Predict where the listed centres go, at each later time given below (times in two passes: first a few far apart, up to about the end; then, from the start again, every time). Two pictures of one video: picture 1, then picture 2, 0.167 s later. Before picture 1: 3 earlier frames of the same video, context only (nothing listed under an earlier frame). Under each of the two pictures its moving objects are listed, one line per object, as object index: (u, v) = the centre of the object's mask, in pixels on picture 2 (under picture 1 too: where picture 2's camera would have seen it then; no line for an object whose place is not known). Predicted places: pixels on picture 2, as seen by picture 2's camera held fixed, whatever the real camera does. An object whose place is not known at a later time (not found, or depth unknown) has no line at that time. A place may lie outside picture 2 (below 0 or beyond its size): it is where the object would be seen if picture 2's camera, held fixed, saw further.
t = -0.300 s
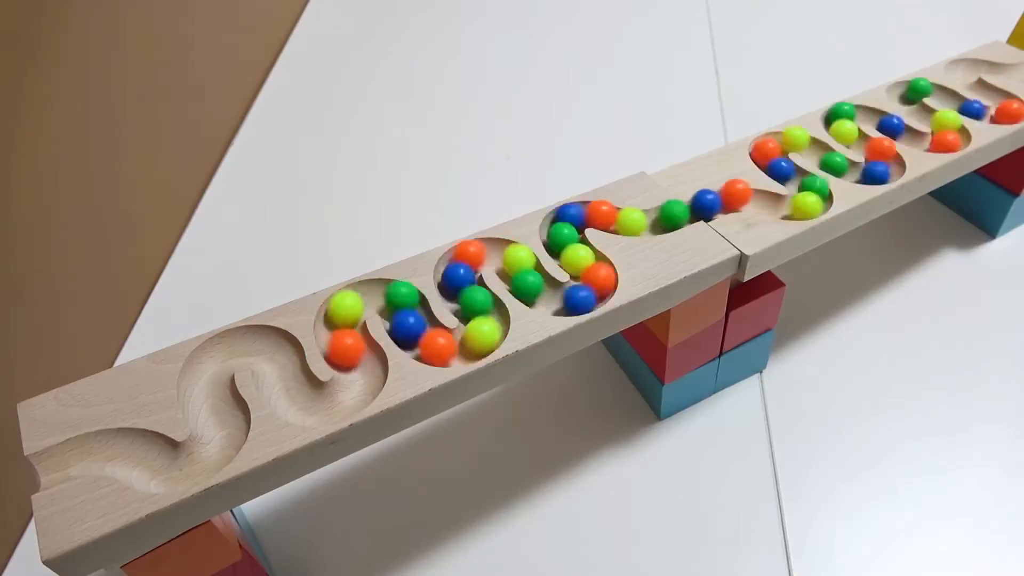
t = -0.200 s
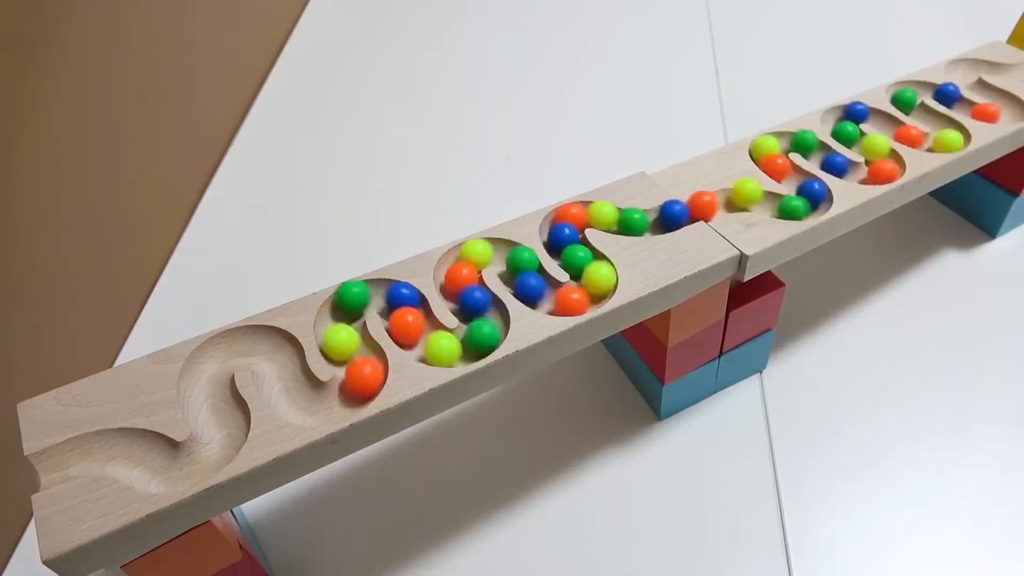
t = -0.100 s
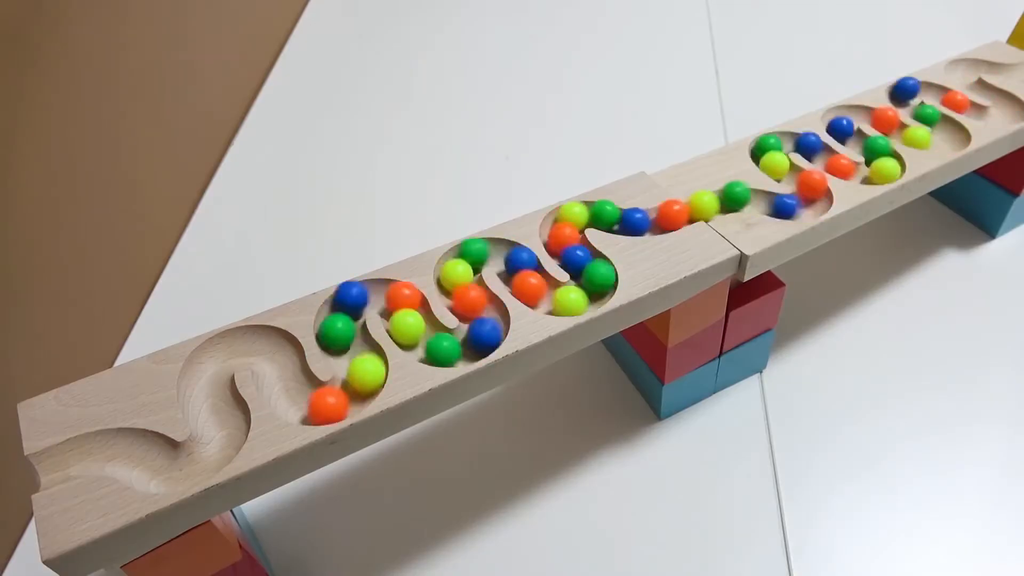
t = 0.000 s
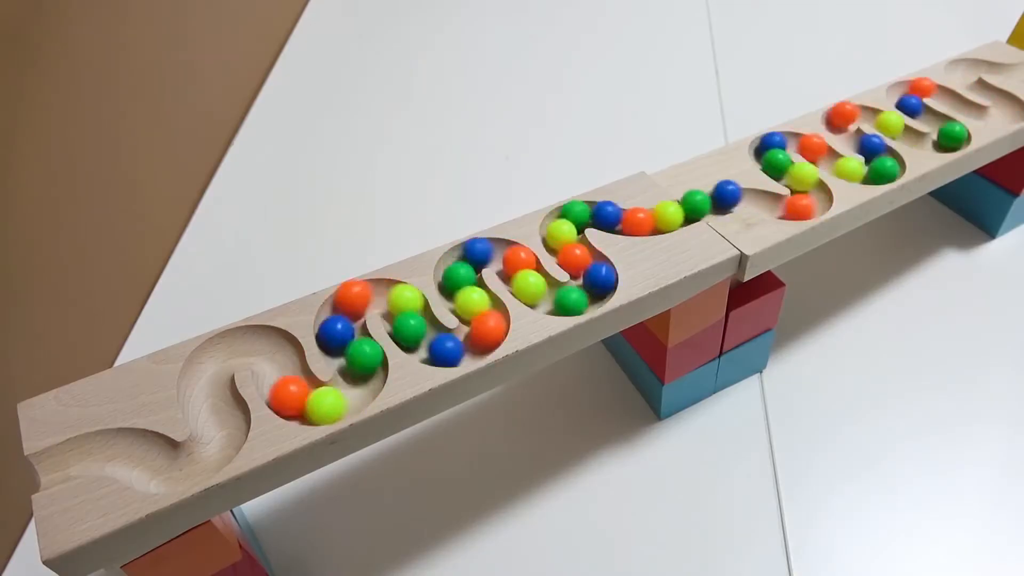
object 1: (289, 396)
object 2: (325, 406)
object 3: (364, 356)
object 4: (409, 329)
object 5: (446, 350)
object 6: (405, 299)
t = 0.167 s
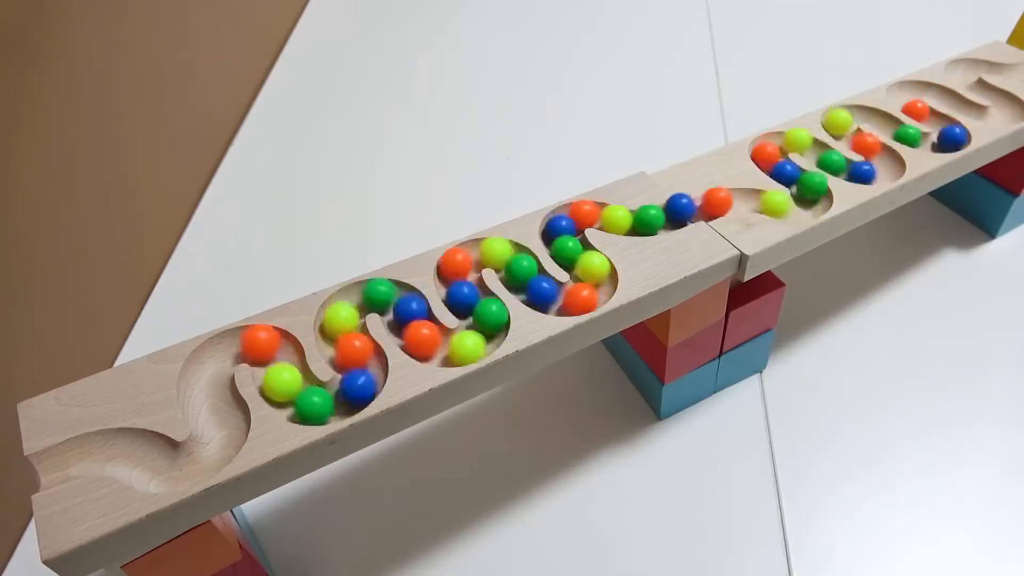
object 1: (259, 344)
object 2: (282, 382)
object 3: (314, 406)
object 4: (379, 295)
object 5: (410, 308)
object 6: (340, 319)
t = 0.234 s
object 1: (231, 348)
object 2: (279, 361)
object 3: (290, 392)
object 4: (349, 303)
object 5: (395, 295)
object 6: (339, 340)
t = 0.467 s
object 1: (207, 403)
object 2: (207, 365)
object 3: (249, 341)
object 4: (362, 384)
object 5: (349, 345)
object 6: (313, 406)
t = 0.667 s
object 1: (209, 454)
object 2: (223, 417)
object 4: (289, 389)
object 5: (321, 405)
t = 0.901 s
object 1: (139, 456)
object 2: (177, 469)
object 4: (255, 343)
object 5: (279, 360)
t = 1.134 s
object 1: (70, 454)
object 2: (120, 448)
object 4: (210, 364)
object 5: (242, 344)
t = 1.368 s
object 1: (56, 458)
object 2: (102, 448)
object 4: (203, 384)
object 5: (217, 355)
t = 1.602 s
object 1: (56, 458)
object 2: (102, 448)
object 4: (203, 384)
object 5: (216, 355)
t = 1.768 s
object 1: (56, 458)
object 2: (102, 448)
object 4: (203, 384)
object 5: (216, 355)
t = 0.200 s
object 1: (246, 342)
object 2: (280, 372)
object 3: (302, 400)
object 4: (361, 294)
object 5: (409, 300)
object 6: (335, 331)
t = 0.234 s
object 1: (231, 348)
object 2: (279, 361)
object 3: (290, 392)
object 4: (349, 303)
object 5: (395, 295)
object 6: (339, 340)
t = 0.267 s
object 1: (218, 358)
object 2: (275, 352)
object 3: (283, 383)
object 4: (343, 314)
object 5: (378, 295)
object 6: (354, 347)
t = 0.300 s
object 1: (207, 366)
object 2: (269, 344)
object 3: (280, 372)
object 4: (335, 329)
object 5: (360, 295)
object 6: (364, 357)
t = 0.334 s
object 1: (204, 372)
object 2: (258, 339)
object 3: (279, 361)
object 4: (336, 338)
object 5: (349, 304)
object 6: (366, 372)
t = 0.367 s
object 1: (207, 380)
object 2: (245, 342)
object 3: (276, 353)
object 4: (350, 346)
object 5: (341, 315)
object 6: (359, 388)
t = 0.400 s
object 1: (209, 387)
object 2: (229, 349)
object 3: (272, 343)
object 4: (362, 354)
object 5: (334, 328)
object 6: (344, 399)
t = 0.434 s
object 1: (207, 396)
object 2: (214, 355)
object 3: (263, 339)
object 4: (366, 369)
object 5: (337, 338)
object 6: (326, 406)
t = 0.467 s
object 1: (207, 403)
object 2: (207, 365)
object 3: (249, 341)
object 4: (362, 384)
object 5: (349, 345)
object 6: (313, 406)
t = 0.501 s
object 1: (214, 408)
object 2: (207, 374)
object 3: (232, 347)
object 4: (349, 396)
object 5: (360, 355)
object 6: (304, 402)
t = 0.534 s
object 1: (220, 414)
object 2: (205, 384)
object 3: (218, 353)
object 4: (332, 404)
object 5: (364, 369)
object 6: (295, 394)
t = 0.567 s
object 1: (221, 424)
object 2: (204, 394)
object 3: (207, 363)
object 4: (316, 406)
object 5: (361, 384)
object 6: (285, 387)
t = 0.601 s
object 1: (222, 435)
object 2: (208, 402)
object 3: (205, 372)
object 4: (304, 404)
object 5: (351, 395)
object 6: (279, 378)
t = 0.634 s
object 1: (218, 445)
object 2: (217, 409)
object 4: (297, 397)
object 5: (336, 402)
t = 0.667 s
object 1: (209, 454)
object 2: (223, 417)
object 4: (289, 389)
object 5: (321, 405)
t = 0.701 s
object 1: (198, 461)
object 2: (225, 427)
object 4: (281, 381)
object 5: (308, 405)
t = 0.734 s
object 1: (184, 466)
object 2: (221, 438)
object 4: (278, 372)
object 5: (298, 401)
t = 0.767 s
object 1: (172, 470)
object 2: (214, 447)
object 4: (280, 363)
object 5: (291, 394)
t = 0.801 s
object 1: (162, 469)
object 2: (208, 455)
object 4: (277, 355)
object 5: (285, 384)
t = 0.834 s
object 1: (155, 465)
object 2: (199, 461)
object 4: (272, 348)
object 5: (279, 377)
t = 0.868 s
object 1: (146, 460)
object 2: (188, 466)
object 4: (264, 344)
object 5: (277, 370)
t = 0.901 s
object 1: (139, 456)
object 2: (177, 469)
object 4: (255, 343)
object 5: (279, 360)
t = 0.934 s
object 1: (131, 452)
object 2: (166, 470)
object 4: (247, 344)
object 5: (277, 354)
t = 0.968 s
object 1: (124, 449)
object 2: (158, 469)
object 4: (239, 345)
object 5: (274, 348)
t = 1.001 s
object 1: (116, 449)
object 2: (152, 464)
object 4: (231, 347)
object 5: (267, 344)
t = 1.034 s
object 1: (108, 448)
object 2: (147, 458)
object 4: (223, 351)
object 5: (260, 343)
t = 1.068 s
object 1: (98, 448)
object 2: (139, 454)
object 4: (217, 355)
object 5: (253, 343)
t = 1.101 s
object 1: (83, 450)
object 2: (131, 451)
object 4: (213, 360)
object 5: (248, 344)
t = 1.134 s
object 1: (70, 454)
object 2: (120, 448)
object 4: (210, 364)
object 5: (242, 344)
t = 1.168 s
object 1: (62, 456)
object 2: (111, 449)
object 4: (208, 368)
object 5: (237, 346)
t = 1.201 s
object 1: (57, 458)
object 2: (105, 449)
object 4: (206, 372)
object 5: (232, 347)
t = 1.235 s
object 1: (56, 459)
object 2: (103, 448)
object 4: (206, 376)
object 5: (228, 349)
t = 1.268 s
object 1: (56, 458)
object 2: (102, 448)
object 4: (207, 379)
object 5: (225, 351)
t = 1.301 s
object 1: (56, 458)
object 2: (102, 448)
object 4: (206, 382)
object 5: (222, 353)
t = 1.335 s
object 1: (56, 458)
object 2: (102, 448)
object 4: (204, 384)
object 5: (219, 355)
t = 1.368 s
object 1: (56, 458)
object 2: (102, 448)
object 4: (203, 384)
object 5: (217, 355)
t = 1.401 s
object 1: (56, 458)
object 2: (102, 448)
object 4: (203, 384)
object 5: (216, 355)
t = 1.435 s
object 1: (56, 458)
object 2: (102, 448)
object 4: (203, 384)
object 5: (216, 355)
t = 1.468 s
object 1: (56, 458)
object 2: (102, 448)
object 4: (203, 384)
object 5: (216, 355)
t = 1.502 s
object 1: (56, 458)
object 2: (102, 448)
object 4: (203, 384)
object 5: (216, 355)
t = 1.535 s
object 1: (56, 458)
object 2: (102, 448)
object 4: (203, 384)
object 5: (216, 355)
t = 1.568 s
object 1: (56, 458)
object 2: (102, 448)
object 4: (203, 384)
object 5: (216, 355)
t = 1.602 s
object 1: (56, 458)
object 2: (102, 448)
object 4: (203, 384)
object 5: (216, 355)
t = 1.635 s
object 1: (56, 458)
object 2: (102, 448)
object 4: (203, 384)
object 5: (216, 355)
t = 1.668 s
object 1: (56, 458)
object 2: (102, 448)
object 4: (203, 384)
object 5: (216, 355)
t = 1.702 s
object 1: (56, 458)
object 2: (102, 448)
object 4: (203, 385)
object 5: (216, 355)
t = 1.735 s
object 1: (56, 458)
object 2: (102, 448)
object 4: (203, 384)
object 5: (216, 355)
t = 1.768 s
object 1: (56, 458)
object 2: (102, 448)
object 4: (203, 384)
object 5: (216, 355)
